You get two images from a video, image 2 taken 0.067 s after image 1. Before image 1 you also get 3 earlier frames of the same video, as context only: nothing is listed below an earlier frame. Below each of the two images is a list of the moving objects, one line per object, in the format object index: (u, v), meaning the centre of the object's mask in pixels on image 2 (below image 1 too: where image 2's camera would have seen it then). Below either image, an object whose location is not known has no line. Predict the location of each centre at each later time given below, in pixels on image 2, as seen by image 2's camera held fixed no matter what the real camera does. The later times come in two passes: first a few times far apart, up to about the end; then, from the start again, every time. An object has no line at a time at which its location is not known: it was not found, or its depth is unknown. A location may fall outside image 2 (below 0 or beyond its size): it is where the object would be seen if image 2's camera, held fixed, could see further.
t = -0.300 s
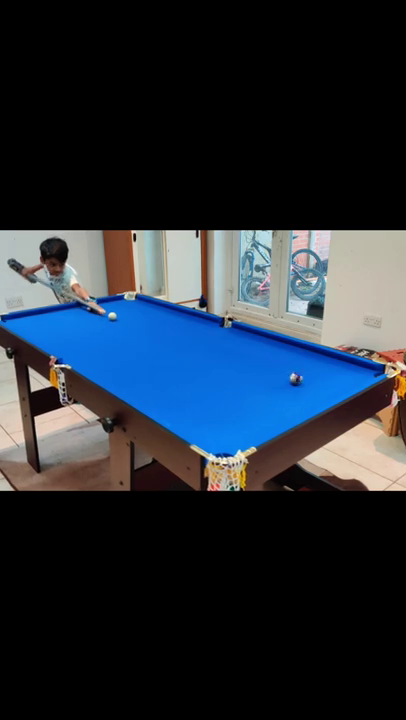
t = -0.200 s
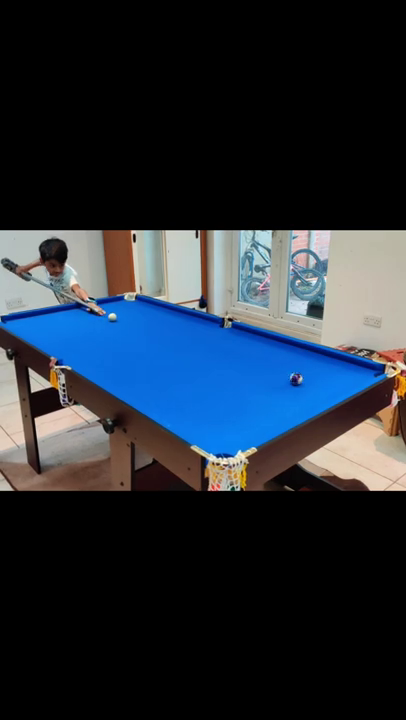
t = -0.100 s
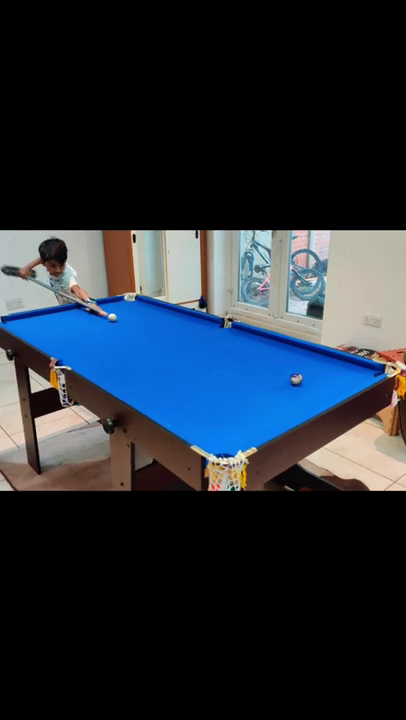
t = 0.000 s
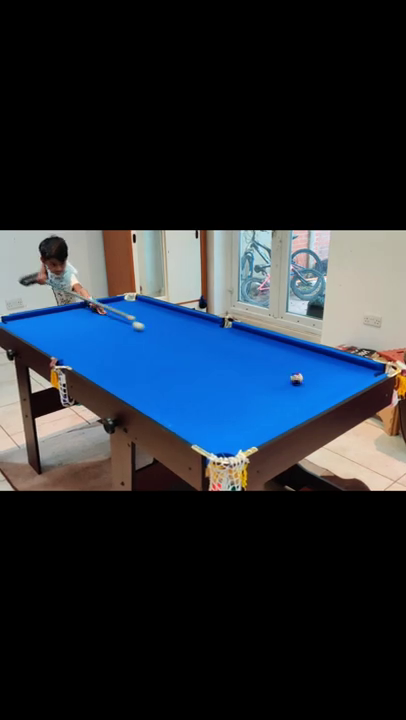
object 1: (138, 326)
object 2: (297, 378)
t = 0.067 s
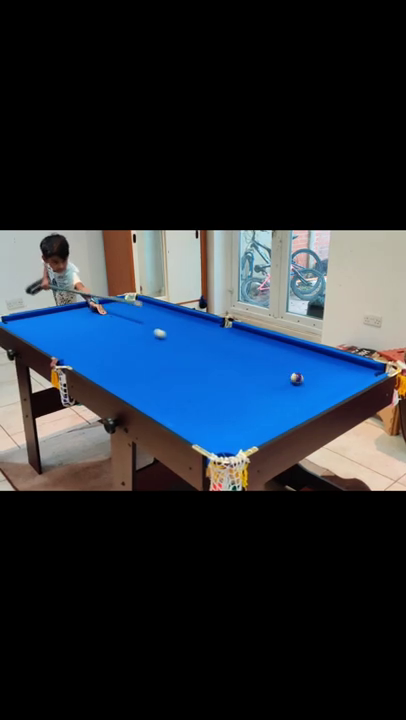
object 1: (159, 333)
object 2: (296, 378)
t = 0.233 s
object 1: (214, 353)
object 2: (296, 379)
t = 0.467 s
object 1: (297, 391)
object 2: (313, 378)
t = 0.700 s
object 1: (260, 396)
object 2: (360, 375)
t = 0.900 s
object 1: (209, 390)
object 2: (379, 369)
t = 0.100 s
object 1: (170, 337)
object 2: (296, 379)
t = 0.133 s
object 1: (181, 341)
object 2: (297, 378)
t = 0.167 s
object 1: (192, 345)
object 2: (297, 379)
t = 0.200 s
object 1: (203, 349)
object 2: (296, 378)
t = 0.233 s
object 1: (214, 353)
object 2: (296, 379)
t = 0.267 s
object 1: (227, 358)
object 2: (297, 378)
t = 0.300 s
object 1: (239, 362)
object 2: (297, 379)
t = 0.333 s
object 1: (252, 367)
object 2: (297, 379)
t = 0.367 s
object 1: (267, 372)
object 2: (296, 378)
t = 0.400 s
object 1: (281, 377)
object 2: (297, 378)
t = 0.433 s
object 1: (290, 384)
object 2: (305, 378)
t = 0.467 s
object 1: (297, 391)
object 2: (313, 378)
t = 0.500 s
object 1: (305, 397)
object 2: (320, 376)
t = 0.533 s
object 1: (313, 403)
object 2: (327, 376)
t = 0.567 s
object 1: (305, 401)
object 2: (334, 376)
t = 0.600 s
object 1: (292, 399)
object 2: (341, 376)
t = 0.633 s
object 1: (280, 399)
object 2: (347, 374)
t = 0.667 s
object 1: (270, 397)
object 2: (354, 374)
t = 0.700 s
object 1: (260, 396)
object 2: (360, 375)
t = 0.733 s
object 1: (251, 395)
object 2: (366, 374)
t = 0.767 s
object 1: (242, 394)
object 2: (373, 372)
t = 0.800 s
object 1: (233, 393)
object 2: (376, 371)
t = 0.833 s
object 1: (225, 392)
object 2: (376, 370)
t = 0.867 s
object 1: (217, 391)
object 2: (377, 369)
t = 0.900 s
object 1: (209, 390)
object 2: (379, 369)
